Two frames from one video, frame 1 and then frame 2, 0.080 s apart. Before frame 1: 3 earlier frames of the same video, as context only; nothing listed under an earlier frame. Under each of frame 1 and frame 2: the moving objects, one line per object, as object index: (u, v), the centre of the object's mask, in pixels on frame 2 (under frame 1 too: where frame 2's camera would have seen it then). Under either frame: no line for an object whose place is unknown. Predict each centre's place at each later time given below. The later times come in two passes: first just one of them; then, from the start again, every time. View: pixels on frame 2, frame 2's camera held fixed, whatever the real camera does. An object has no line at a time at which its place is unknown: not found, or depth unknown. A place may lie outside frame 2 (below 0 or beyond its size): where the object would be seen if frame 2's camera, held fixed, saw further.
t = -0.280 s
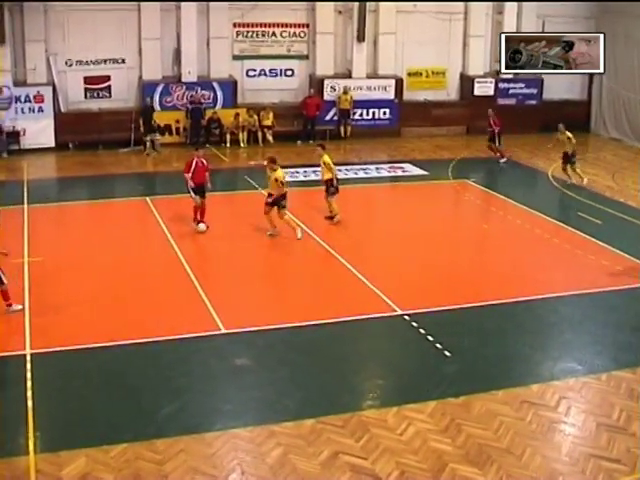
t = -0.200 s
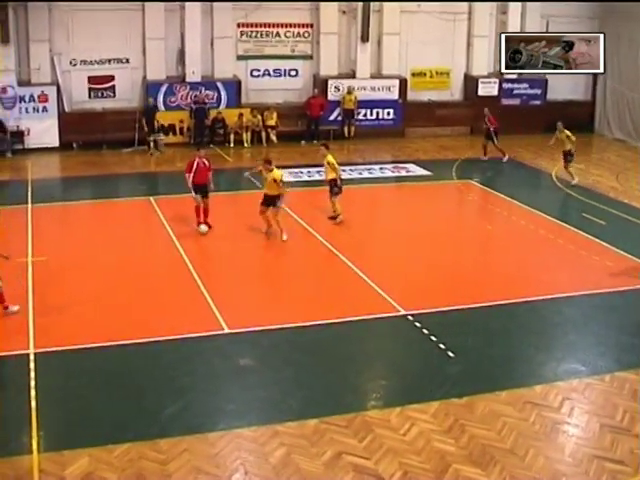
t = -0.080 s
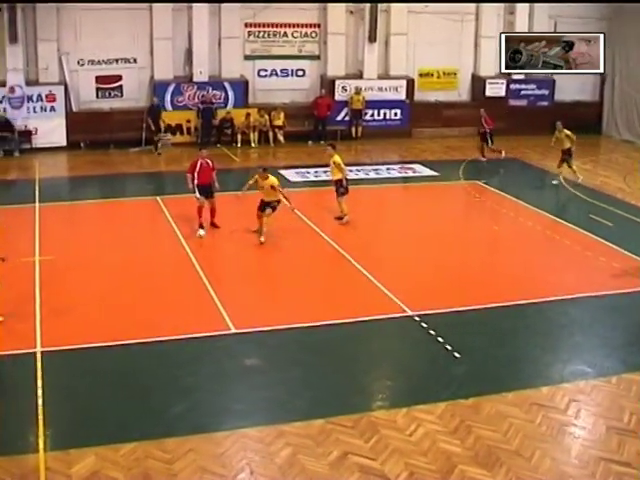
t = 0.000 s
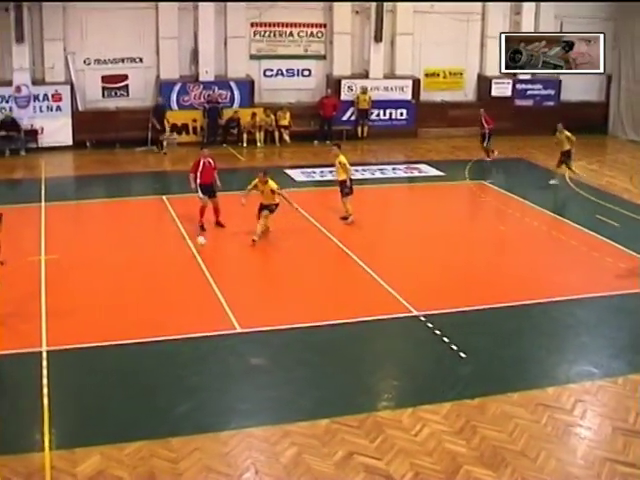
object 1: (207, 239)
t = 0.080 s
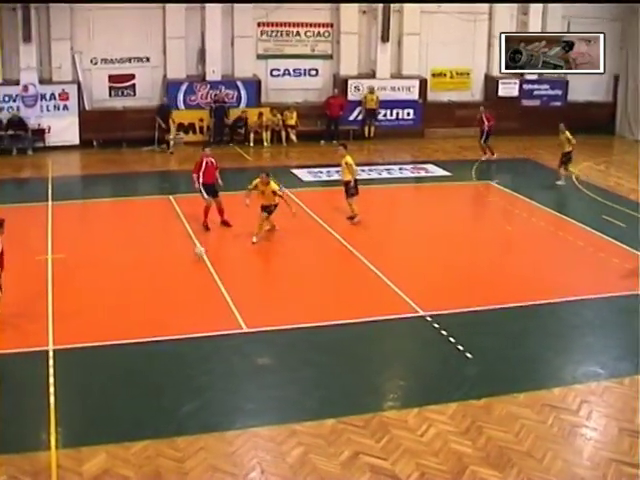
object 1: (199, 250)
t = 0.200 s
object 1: (190, 269)
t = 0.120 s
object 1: (196, 258)
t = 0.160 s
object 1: (192, 266)
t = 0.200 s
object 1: (190, 269)
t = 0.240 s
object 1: (187, 272)
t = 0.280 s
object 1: (184, 275)
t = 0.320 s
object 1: (181, 282)
